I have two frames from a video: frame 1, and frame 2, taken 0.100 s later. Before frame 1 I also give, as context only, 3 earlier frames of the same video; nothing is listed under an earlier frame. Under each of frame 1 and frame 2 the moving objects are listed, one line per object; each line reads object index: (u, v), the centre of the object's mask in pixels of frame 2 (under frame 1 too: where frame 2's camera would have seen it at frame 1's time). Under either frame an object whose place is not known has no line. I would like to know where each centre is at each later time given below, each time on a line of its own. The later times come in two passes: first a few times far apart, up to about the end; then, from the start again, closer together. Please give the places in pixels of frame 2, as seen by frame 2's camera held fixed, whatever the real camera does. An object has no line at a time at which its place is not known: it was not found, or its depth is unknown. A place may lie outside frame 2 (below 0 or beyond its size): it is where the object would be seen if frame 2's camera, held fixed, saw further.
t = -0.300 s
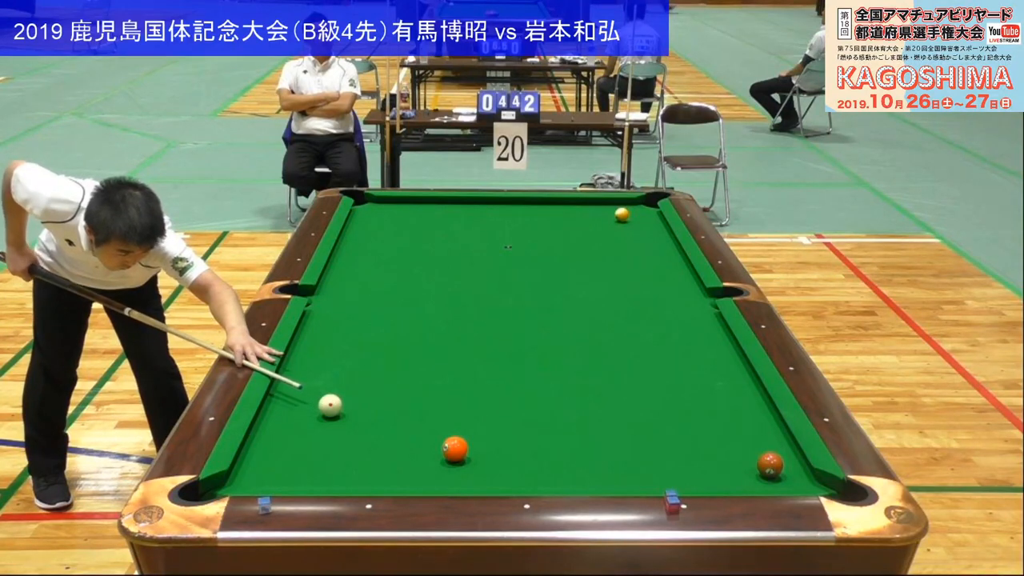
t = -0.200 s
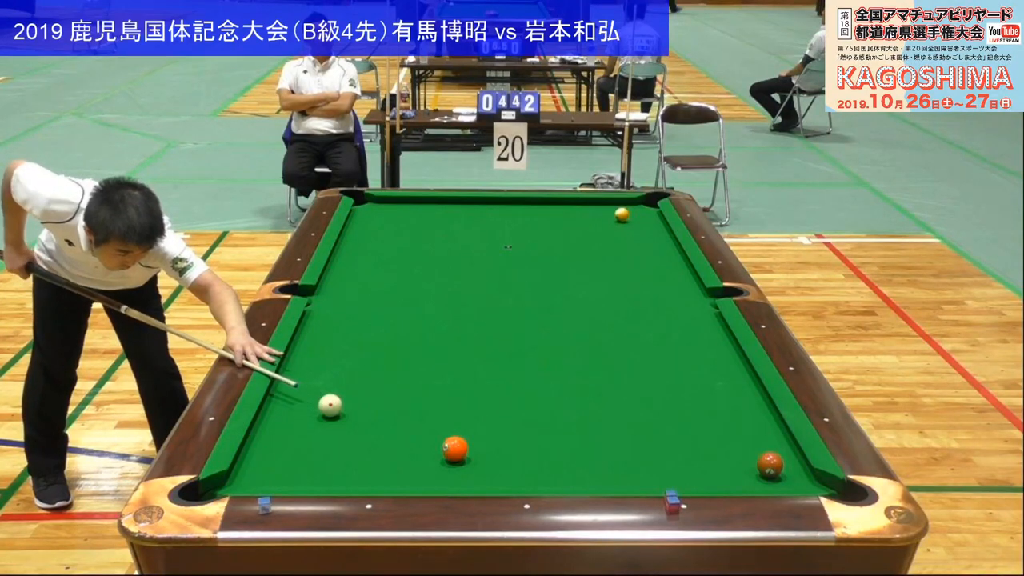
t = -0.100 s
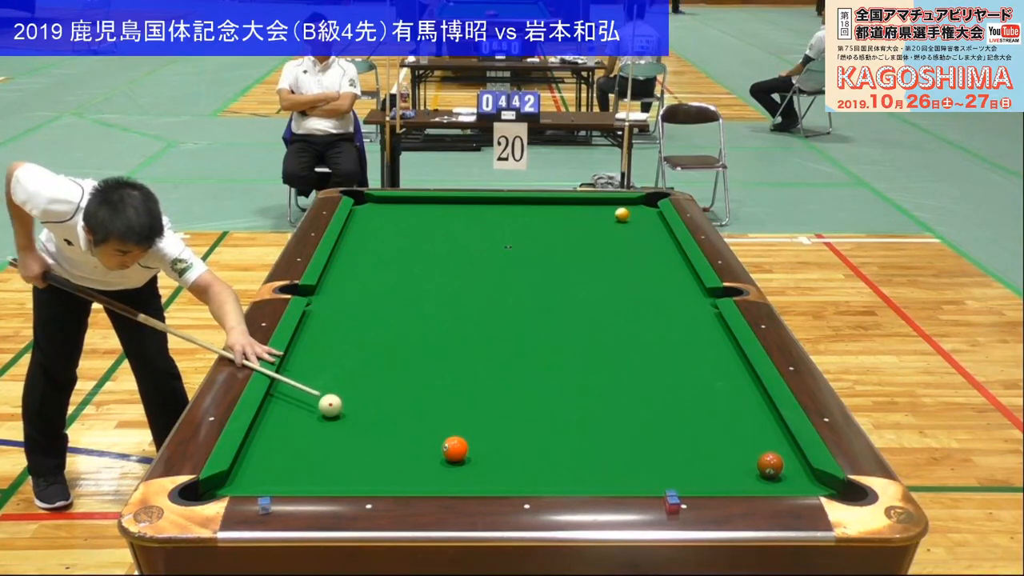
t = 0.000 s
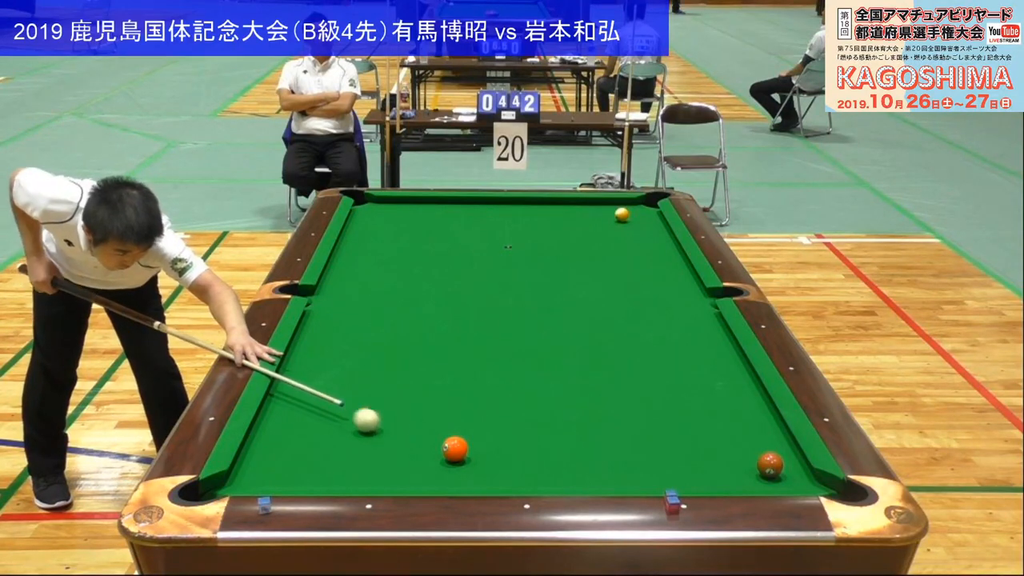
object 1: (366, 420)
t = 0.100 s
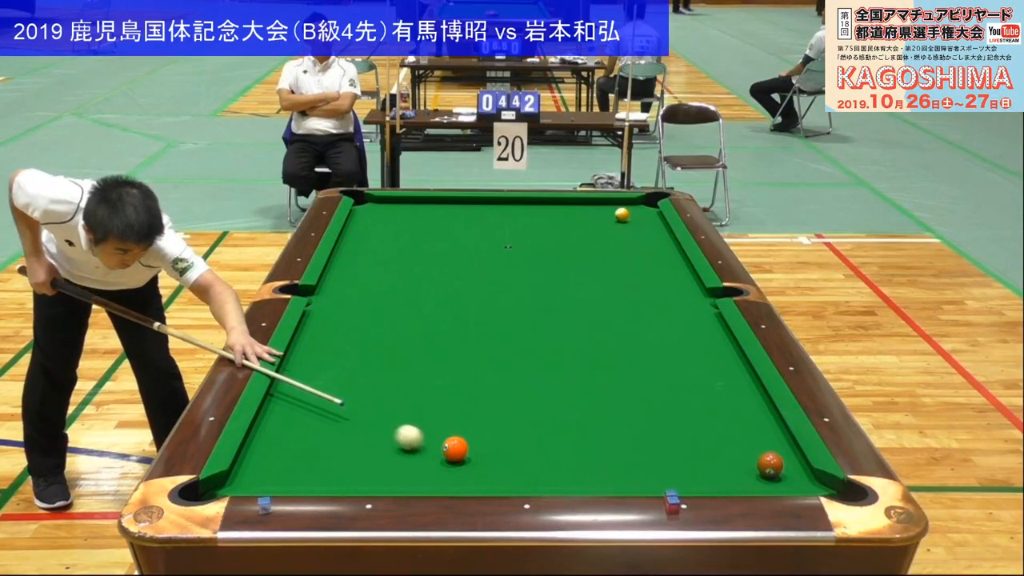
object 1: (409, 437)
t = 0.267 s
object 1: (428, 460)
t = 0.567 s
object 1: (440, 474)
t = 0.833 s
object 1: (447, 456)
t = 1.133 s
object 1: (454, 439)
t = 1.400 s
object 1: (459, 425)
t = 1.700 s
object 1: (465, 412)
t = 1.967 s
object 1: (470, 402)
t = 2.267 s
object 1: (474, 392)
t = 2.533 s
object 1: (477, 384)
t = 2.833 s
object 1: (480, 376)
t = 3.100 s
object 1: (482, 371)
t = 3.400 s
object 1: (485, 365)
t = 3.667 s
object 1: (485, 361)
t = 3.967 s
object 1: (485, 358)
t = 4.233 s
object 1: (485, 355)
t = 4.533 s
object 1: (485, 353)
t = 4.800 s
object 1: (485, 352)
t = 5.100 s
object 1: (484, 352)
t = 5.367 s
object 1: (484, 352)
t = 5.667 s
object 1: (484, 352)
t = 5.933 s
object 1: (484, 352)
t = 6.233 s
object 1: (484, 352)
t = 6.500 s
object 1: (484, 352)
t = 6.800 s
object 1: (484, 352)
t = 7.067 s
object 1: (484, 352)
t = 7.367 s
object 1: (484, 352)
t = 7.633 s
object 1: (484, 352)
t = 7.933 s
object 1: (484, 352)
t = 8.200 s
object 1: (484, 352)
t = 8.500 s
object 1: (484, 352)
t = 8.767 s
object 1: (484, 352)
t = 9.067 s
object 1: (484, 352)
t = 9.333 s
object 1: (484, 352)
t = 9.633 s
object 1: (484, 352)
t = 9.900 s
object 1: (484, 352)
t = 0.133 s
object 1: (423, 443)
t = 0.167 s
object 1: (429, 448)
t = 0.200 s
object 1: (428, 452)
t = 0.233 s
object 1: (427, 456)
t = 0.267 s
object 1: (428, 460)
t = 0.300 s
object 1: (429, 465)
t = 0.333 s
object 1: (431, 469)
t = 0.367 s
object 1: (432, 474)
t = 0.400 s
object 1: (434, 476)
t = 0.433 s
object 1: (436, 480)
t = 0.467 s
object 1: (437, 479)
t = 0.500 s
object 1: (438, 476)
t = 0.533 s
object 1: (439, 475)
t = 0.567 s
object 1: (440, 474)
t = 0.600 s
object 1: (440, 472)
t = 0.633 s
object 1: (441, 470)
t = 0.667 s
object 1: (442, 467)
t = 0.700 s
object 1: (443, 465)
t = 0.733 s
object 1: (444, 463)
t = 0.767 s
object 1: (445, 461)
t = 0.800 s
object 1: (446, 459)
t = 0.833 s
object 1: (447, 456)
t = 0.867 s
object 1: (447, 454)
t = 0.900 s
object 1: (448, 452)
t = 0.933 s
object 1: (449, 450)
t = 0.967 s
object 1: (450, 448)
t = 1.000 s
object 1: (451, 446)
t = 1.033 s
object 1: (451, 445)
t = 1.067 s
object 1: (452, 443)
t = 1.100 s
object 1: (453, 441)
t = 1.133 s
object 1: (454, 439)
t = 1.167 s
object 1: (454, 437)
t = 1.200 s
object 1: (455, 435)
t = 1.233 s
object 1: (456, 434)
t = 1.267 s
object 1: (456, 432)
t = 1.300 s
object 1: (457, 430)
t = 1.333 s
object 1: (458, 429)
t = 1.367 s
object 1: (459, 427)
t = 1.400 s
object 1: (459, 425)
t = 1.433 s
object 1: (460, 424)
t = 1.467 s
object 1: (461, 422)
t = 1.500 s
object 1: (461, 421)
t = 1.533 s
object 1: (462, 419)
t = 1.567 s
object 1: (463, 418)
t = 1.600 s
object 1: (463, 416)
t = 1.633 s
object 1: (464, 415)
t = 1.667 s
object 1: (465, 413)
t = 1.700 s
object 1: (465, 412)
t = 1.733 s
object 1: (466, 410)
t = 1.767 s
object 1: (466, 409)
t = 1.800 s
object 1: (467, 408)
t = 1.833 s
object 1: (467, 407)
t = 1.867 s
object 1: (468, 405)
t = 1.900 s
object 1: (468, 404)
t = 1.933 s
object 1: (469, 403)
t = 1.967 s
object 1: (470, 402)
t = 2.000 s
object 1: (470, 400)
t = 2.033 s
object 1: (470, 399)
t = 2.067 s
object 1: (471, 398)
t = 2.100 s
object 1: (472, 397)
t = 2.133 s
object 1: (472, 396)
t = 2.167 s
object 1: (473, 395)
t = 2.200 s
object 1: (473, 394)
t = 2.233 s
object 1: (474, 393)
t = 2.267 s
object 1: (474, 392)
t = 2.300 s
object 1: (475, 390)
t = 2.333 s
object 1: (475, 390)
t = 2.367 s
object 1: (475, 388)
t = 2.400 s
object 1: (476, 388)
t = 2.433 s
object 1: (476, 386)
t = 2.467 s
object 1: (476, 386)
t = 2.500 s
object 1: (477, 385)
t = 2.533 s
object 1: (477, 384)
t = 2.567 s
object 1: (478, 383)
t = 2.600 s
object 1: (478, 382)
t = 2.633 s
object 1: (478, 381)
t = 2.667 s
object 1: (479, 380)
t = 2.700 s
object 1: (479, 379)
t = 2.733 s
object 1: (479, 378)
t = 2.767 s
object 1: (480, 378)
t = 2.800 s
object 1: (480, 377)
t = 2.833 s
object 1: (480, 376)
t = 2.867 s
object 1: (481, 375)
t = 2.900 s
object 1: (481, 375)
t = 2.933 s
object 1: (481, 374)
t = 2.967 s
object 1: (481, 373)
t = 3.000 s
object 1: (481, 373)
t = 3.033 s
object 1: (482, 372)
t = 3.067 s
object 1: (482, 371)
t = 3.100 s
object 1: (482, 371)
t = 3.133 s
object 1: (483, 370)
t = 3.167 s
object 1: (483, 369)
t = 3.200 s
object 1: (483, 369)
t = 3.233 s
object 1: (483, 368)
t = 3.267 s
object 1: (484, 367)
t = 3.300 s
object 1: (484, 367)
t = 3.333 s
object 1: (484, 366)
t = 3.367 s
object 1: (485, 366)
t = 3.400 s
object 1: (485, 365)
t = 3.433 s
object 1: (485, 365)
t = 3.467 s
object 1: (485, 364)
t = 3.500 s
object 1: (485, 364)
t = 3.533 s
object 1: (485, 363)
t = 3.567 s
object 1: (485, 363)
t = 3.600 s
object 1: (485, 362)
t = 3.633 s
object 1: (485, 362)
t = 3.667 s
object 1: (485, 361)
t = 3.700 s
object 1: (485, 361)
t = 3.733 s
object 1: (485, 360)
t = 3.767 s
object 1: (485, 360)
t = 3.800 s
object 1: (485, 360)
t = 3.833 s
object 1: (485, 359)
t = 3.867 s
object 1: (485, 359)
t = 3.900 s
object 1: (485, 358)
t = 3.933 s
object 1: (485, 358)
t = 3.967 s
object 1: (485, 358)
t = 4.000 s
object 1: (485, 357)
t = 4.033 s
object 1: (485, 357)
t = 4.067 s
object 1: (485, 357)
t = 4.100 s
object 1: (485, 356)
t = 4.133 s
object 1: (485, 356)
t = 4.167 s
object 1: (485, 356)
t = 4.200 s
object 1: (485, 355)
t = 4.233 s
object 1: (485, 355)
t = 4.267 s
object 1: (485, 355)
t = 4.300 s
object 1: (485, 355)
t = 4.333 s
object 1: (485, 355)
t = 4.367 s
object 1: (485, 354)
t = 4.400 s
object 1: (485, 354)
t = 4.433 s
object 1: (485, 354)
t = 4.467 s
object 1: (485, 354)
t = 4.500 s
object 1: (485, 354)
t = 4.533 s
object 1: (485, 353)
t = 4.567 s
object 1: (485, 353)
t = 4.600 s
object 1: (485, 353)
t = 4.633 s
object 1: (485, 353)
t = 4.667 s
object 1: (484, 353)
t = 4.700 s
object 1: (484, 353)
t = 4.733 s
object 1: (485, 353)
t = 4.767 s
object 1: (485, 352)
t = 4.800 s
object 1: (485, 352)
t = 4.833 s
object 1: (484, 352)
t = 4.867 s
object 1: (484, 352)
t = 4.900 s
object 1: (484, 352)
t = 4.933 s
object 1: (484, 352)
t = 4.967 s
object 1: (484, 352)
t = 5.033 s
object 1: (484, 352)
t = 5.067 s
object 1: (484, 352)
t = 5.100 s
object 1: (484, 352)
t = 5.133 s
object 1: (484, 352)
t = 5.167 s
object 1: (484, 352)
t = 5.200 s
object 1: (484, 352)
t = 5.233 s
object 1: (484, 352)
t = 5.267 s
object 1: (484, 352)
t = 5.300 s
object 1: (484, 352)
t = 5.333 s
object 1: (484, 352)
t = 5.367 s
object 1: (484, 352)
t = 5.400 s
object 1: (484, 352)
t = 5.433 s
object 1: (484, 352)
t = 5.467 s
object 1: (484, 352)
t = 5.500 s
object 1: (484, 352)
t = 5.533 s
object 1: (484, 352)
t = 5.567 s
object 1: (484, 352)
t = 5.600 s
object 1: (484, 352)
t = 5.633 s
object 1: (484, 352)
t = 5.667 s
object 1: (484, 352)
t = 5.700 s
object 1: (484, 352)
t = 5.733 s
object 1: (484, 352)
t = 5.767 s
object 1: (484, 352)
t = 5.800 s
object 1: (484, 352)
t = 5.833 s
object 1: (484, 352)
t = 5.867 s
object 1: (484, 352)
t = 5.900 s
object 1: (484, 352)
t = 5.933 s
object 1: (484, 352)
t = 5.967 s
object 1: (484, 352)
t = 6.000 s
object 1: (484, 352)
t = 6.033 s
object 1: (484, 352)
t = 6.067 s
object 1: (484, 352)
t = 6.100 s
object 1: (484, 352)
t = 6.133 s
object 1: (484, 352)
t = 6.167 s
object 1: (484, 352)
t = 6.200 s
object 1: (484, 352)
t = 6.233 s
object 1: (484, 352)
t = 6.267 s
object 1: (484, 352)
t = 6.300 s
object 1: (484, 352)
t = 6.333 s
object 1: (484, 352)
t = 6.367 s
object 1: (484, 352)
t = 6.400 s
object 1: (484, 352)
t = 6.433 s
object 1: (484, 352)
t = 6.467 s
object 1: (484, 352)
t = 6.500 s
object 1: (484, 352)
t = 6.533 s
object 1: (484, 352)
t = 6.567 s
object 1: (484, 352)
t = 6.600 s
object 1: (484, 352)
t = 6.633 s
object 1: (484, 352)
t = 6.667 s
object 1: (484, 352)
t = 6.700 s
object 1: (484, 352)
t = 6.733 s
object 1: (484, 352)
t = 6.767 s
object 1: (484, 352)
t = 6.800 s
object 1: (484, 352)
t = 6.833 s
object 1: (484, 352)
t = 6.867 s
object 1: (484, 352)
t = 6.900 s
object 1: (484, 352)
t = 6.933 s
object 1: (484, 352)
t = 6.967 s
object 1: (484, 352)
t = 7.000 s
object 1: (484, 352)
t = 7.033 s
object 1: (484, 352)
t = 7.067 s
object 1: (484, 352)
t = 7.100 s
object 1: (484, 352)
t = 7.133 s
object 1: (484, 352)
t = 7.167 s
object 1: (484, 352)
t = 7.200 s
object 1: (484, 352)
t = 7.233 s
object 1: (484, 352)
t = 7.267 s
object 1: (484, 352)
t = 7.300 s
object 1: (484, 352)
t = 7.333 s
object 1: (484, 352)
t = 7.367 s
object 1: (484, 352)
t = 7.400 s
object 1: (484, 352)
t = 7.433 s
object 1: (484, 352)
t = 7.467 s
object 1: (484, 352)
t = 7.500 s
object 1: (484, 352)
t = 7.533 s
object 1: (484, 352)
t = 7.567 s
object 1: (484, 352)
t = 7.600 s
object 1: (484, 352)
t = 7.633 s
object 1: (484, 352)
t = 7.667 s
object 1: (484, 352)
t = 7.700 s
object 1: (484, 352)
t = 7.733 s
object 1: (484, 352)
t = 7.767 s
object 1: (484, 352)
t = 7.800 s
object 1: (484, 352)
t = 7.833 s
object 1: (484, 352)
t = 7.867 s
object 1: (484, 352)
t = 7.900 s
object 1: (484, 352)
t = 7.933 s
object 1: (484, 352)
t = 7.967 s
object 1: (484, 352)
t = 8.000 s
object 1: (484, 352)
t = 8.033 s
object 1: (484, 352)
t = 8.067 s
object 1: (484, 352)
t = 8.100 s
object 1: (484, 352)
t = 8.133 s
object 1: (484, 352)
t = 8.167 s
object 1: (484, 352)
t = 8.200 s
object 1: (484, 352)
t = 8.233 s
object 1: (484, 352)
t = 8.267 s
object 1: (484, 352)
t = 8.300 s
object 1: (484, 352)
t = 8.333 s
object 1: (484, 352)
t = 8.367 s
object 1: (484, 352)
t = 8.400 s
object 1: (484, 352)
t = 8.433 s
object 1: (484, 352)
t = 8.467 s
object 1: (484, 352)
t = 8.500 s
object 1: (484, 352)
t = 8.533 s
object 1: (484, 352)
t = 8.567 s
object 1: (484, 352)
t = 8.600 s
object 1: (484, 352)
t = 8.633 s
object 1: (484, 352)
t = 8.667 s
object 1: (484, 352)
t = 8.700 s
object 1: (484, 352)
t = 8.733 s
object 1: (484, 352)
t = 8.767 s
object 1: (484, 352)
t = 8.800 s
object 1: (484, 352)
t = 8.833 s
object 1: (484, 352)
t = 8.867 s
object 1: (484, 352)
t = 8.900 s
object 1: (484, 352)
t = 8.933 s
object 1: (484, 352)
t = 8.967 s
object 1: (484, 352)
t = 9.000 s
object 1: (484, 352)
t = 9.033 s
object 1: (484, 352)
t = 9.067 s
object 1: (484, 352)
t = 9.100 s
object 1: (484, 352)
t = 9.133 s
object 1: (484, 352)
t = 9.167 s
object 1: (484, 352)
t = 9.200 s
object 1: (484, 352)
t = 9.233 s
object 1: (484, 352)
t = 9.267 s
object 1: (484, 352)
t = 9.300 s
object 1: (484, 352)
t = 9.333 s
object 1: (484, 352)
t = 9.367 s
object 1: (484, 352)
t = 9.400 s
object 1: (484, 352)
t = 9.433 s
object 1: (484, 352)
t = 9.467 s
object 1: (484, 352)
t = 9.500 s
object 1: (484, 352)
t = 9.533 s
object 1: (484, 352)
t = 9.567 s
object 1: (484, 352)
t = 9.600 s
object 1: (484, 352)
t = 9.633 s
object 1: (484, 352)
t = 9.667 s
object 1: (484, 352)
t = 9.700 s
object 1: (484, 352)
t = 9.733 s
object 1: (484, 352)
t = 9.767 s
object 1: (484, 352)
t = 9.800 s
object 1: (484, 352)
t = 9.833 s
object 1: (484, 352)
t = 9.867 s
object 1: (484, 352)
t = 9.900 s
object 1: (484, 352)
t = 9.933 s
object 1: (484, 352)
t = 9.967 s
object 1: (484, 352)
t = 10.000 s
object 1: (484, 352)
